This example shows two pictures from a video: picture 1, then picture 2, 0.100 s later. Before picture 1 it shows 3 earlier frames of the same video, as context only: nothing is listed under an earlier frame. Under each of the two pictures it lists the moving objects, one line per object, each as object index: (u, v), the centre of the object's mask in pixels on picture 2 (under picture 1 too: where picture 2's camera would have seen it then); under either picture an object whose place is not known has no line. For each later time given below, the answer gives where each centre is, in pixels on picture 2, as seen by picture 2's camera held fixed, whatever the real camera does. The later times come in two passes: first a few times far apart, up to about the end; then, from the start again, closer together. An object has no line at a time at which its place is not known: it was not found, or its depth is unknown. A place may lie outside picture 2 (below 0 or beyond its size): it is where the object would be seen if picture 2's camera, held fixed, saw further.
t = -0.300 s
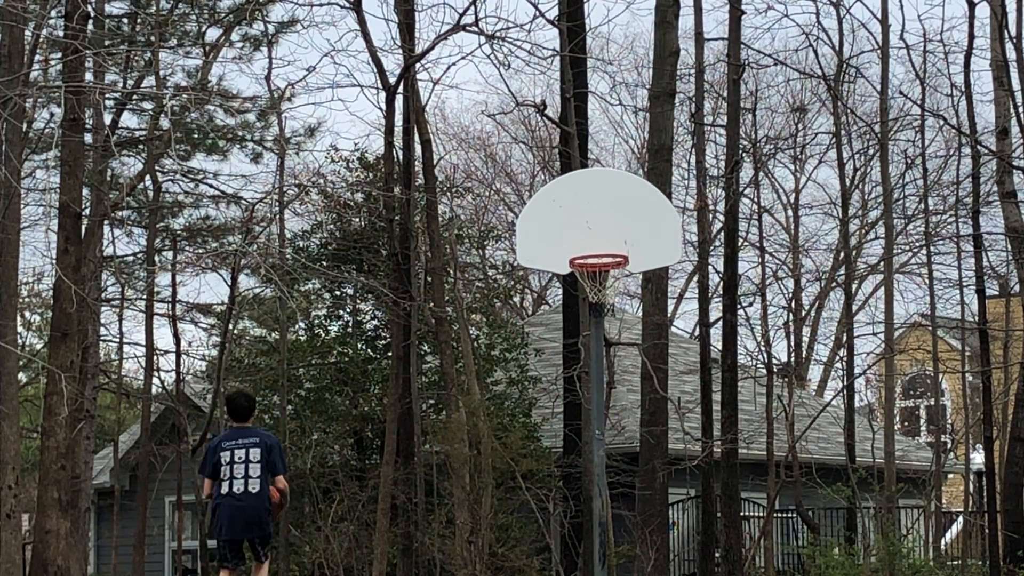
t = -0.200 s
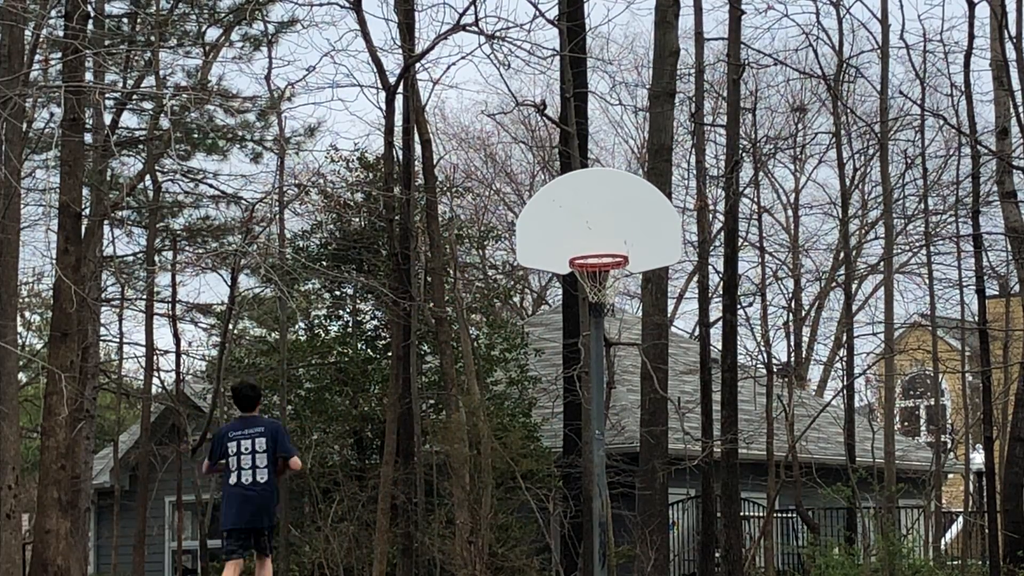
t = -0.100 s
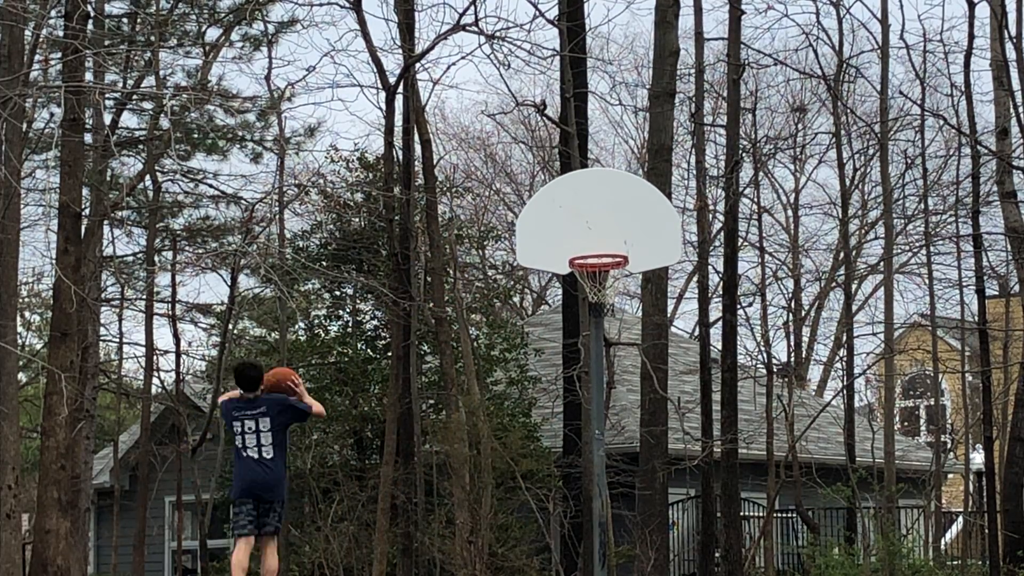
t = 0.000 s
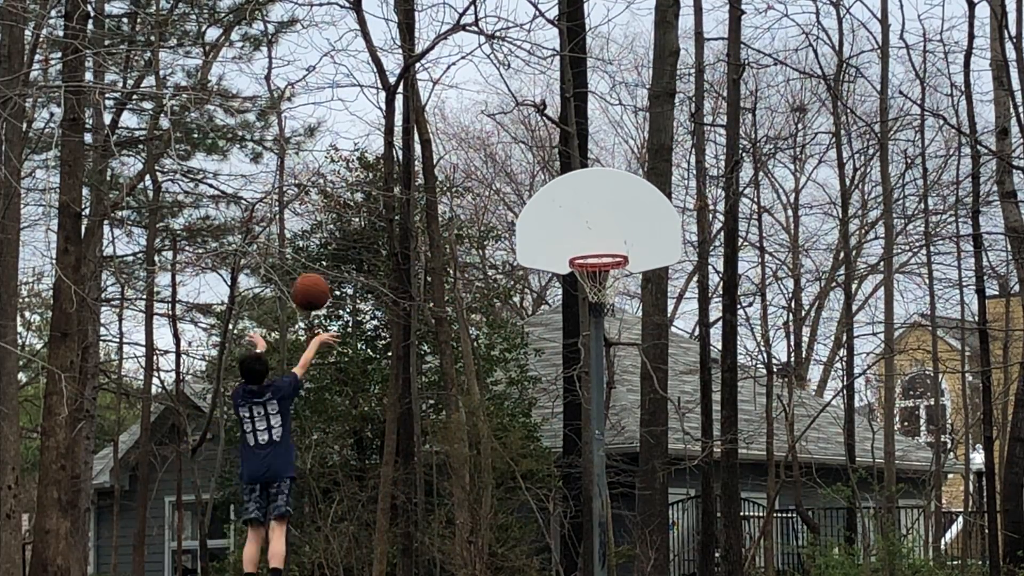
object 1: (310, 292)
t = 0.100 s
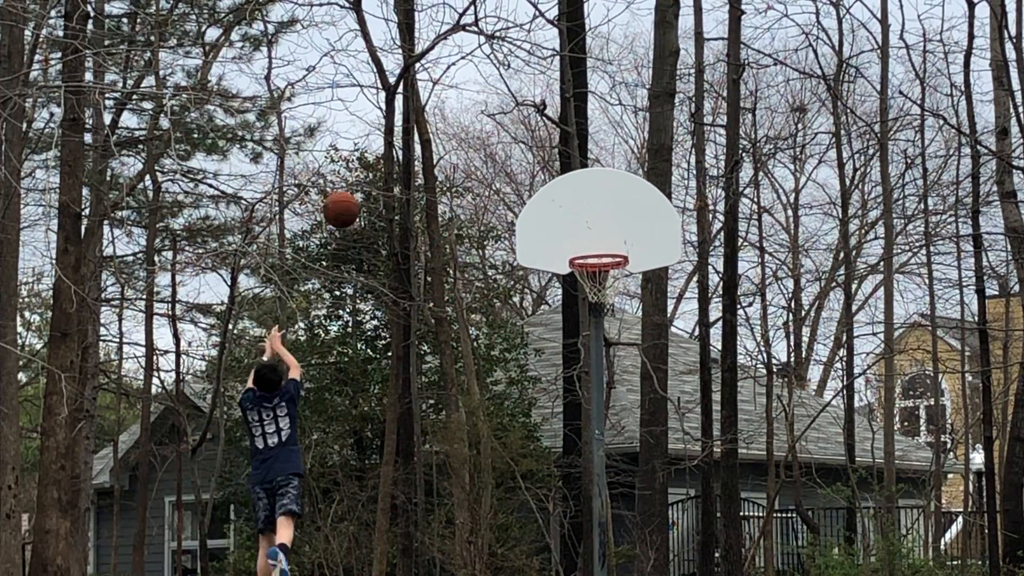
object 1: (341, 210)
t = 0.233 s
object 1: (379, 129)
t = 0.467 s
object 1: (440, 61)
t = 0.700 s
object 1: (494, 71)
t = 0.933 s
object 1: (544, 144)
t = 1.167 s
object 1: (594, 270)
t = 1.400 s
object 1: (650, 340)
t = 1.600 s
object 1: (698, 441)
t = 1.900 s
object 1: (762, 568)
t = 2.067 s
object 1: (772, 479)
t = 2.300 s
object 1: (788, 404)
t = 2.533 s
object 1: (806, 396)
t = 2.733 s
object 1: (823, 446)
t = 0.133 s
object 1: (351, 186)
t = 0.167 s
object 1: (361, 166)
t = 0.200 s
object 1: (370, 146)
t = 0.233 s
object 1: (379, 129)
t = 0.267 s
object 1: (388, 114)
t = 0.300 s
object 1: (397, 101)
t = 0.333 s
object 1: (406, 89)
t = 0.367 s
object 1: (414, 80)
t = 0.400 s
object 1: (423, 72)
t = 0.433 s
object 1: (431, 66)
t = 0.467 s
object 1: (440, 61)
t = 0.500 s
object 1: (448, 58)
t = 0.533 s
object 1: (456, 57)
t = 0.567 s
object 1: (463, 57)
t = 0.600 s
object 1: (471, 58)
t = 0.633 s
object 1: (479, 61)
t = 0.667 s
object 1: (487, 65)
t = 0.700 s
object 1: (494, 71)
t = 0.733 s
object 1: (502, 78)
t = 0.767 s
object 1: (509, 85)
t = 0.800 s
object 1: (516, 95)
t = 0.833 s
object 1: (523, 105)
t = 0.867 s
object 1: (530, 116)
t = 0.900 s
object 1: (537, 130)
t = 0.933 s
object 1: (544, 144)
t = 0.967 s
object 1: (551, 159)
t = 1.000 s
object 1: (557, 176)
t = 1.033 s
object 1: (564, 193)
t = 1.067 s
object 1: (570, 212)
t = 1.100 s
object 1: (577, 232)
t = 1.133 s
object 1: (583, 247)
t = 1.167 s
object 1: (594, 270)
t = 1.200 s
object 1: (601, 279)
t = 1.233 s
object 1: (609, 292)
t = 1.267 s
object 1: (617, 299)
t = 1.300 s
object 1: (625, 307)
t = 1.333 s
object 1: (634, 318)
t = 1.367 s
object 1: (642, 328)
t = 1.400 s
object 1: (650, 340)
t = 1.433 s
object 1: (658, 353)
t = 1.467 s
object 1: (666, 367)
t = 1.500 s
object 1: (674, 384)
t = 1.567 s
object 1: (690, 420)
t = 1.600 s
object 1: (698, 441)
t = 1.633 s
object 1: (707, 460)
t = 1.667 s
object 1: (715, 484)
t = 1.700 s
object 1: (724, 509)
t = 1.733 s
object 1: (732, 535)
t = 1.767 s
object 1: (741, 562)
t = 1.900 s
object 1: (762, 568)
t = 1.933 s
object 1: (764, 552)
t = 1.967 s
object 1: (765, 532)
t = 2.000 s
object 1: (768, 513)
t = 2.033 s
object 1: (770, 495)
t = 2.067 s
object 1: (772, 479)
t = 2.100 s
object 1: (775, 464)
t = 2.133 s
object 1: (777, 451)
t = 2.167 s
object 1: (779, 439)
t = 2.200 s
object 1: (781, 429)
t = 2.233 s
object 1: (784, 419)
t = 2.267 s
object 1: (786, 411)
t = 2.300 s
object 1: (788, 404)
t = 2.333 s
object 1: (790, 399)
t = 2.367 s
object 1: (793, 395)
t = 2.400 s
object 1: (795, 393)
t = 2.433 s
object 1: (798, 391)
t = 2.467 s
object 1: (800, 392)
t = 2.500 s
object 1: (803, 393)
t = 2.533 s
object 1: (806, 396)
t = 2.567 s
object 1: (809, 401)
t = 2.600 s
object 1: (812, 407)
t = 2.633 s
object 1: (815, 414)
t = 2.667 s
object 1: (818, 424)
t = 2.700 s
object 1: (820, 434)
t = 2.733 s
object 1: (823, 446)
